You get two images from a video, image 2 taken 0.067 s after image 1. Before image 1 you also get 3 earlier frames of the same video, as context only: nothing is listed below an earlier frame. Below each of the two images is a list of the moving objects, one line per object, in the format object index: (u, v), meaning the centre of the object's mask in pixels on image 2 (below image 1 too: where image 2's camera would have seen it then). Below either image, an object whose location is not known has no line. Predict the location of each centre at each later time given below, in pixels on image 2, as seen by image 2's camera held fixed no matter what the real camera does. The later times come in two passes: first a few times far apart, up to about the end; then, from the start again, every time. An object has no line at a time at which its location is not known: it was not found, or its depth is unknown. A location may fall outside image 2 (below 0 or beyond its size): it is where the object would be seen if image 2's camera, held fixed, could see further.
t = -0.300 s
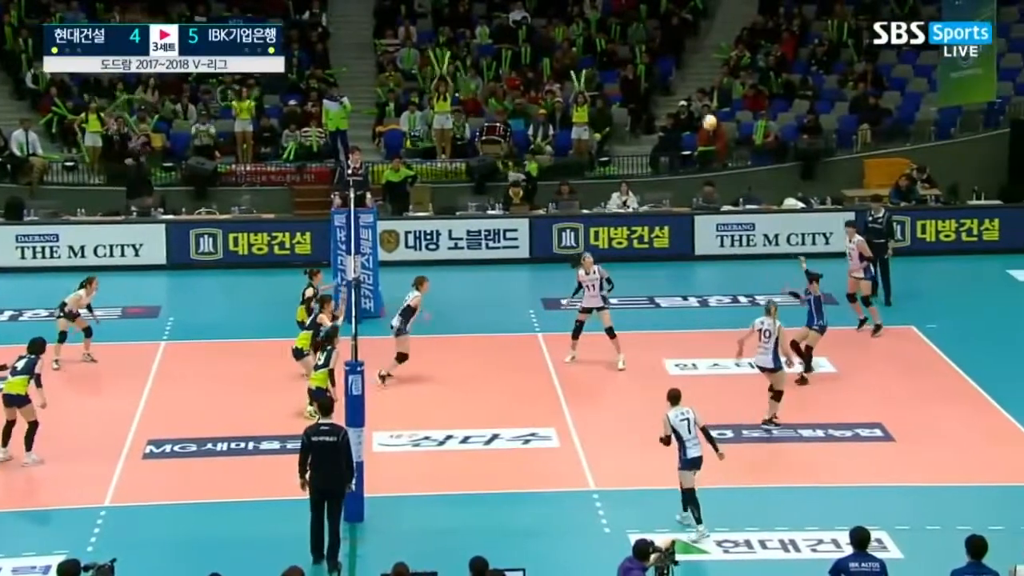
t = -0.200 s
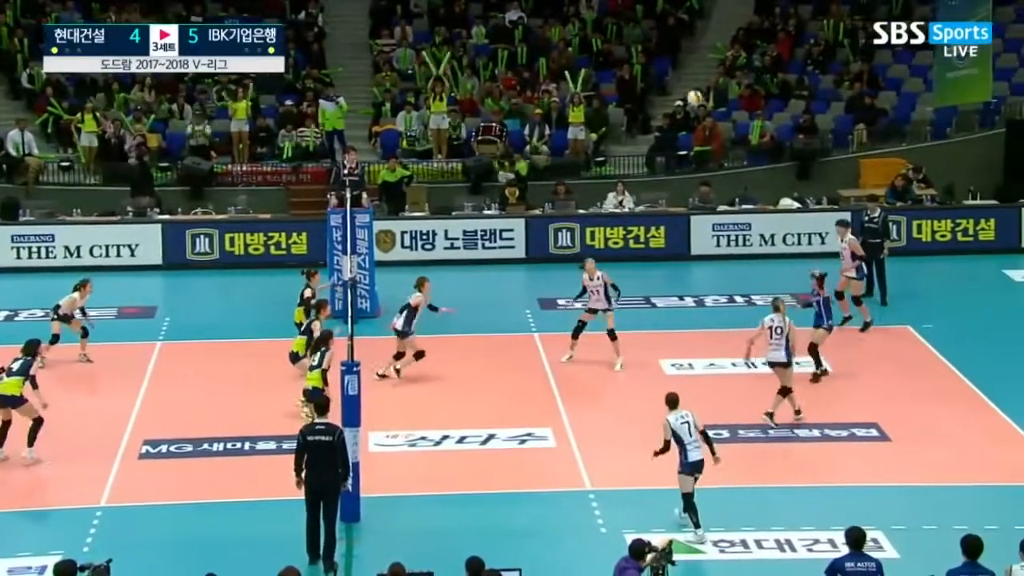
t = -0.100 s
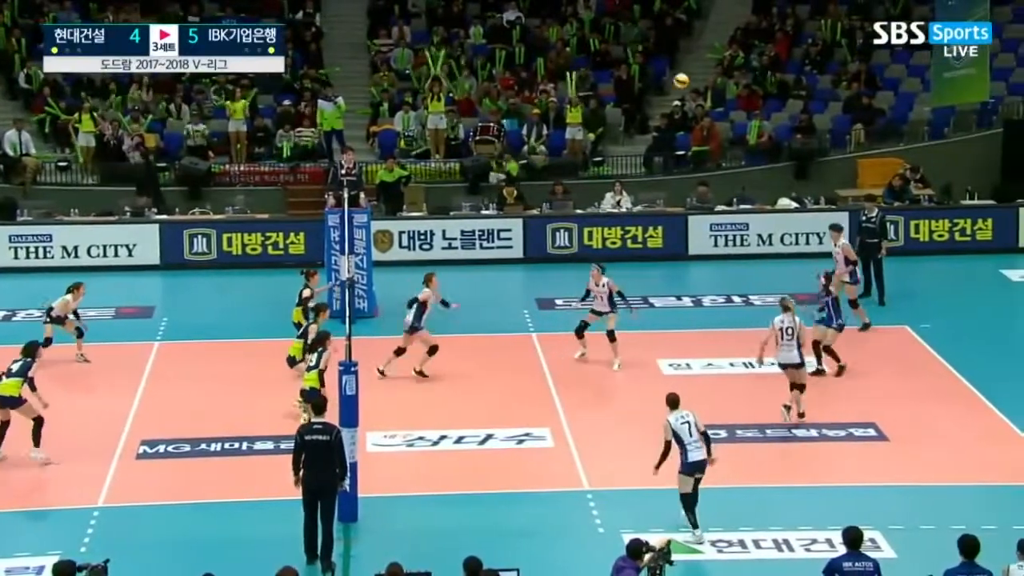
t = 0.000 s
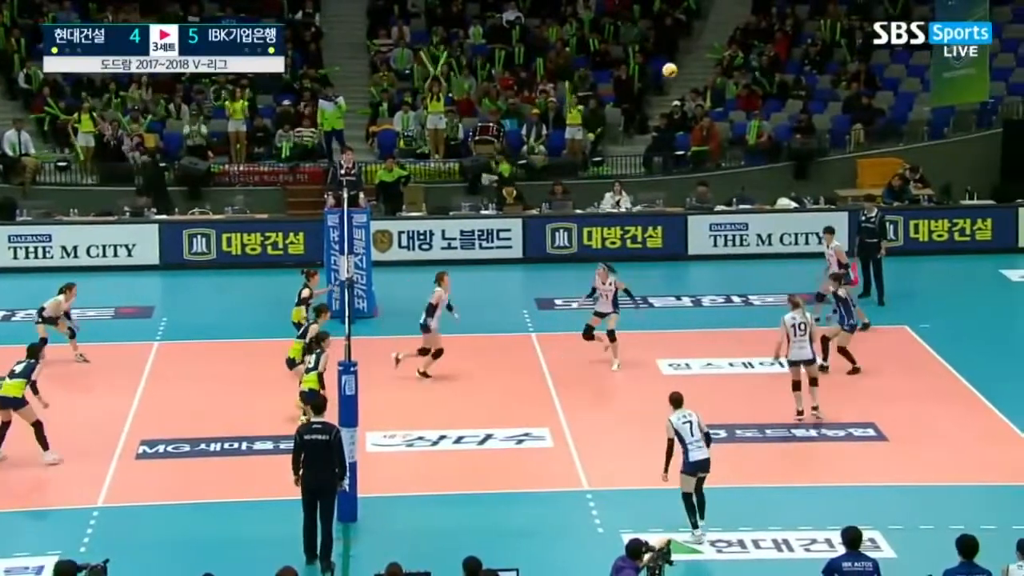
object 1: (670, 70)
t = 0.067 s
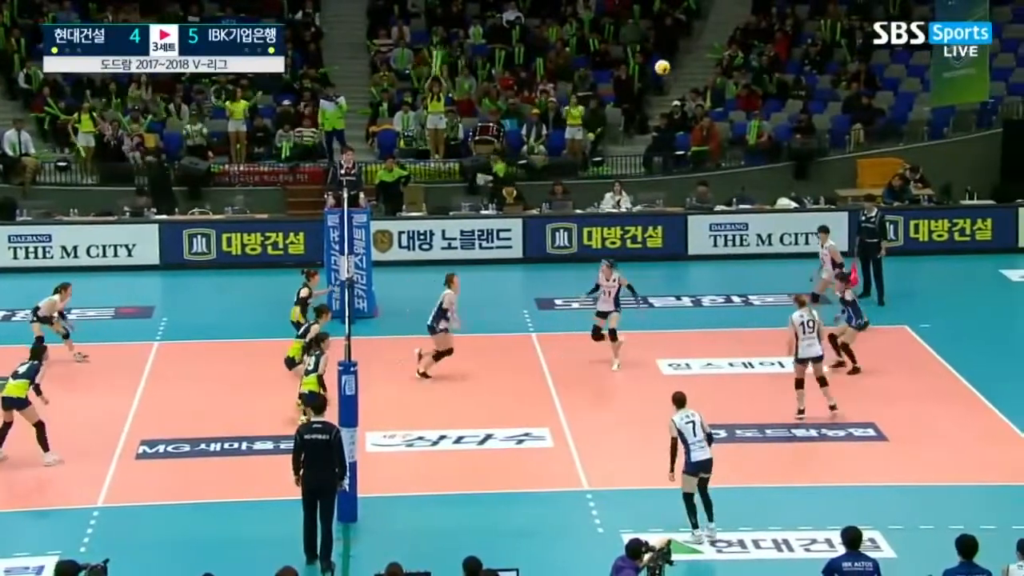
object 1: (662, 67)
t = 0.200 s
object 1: (648, 70)
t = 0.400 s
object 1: (626, 95)
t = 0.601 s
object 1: (605, 146)
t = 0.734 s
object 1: (593, 193)
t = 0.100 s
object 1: (659, 67)
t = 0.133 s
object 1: (655, 67)
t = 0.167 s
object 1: (651, 68)
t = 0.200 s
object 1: (648, 70)
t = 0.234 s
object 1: (644, 72)
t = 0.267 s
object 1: (640, 75)
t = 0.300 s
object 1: (637, 79)
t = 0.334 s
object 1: (633, 84)
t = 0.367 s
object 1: (629, 90)
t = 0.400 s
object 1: (626, 95)
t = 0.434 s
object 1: (622, 102)
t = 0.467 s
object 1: (619, 110)
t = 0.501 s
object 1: (615, 119)
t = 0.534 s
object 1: (612, 127)
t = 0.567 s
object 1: (609, 136)
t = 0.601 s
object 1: (605, 146)
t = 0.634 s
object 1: (602, 158)
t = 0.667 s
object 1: (598, 169)
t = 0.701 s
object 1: (596, 181)
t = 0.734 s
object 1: (593, 193)
